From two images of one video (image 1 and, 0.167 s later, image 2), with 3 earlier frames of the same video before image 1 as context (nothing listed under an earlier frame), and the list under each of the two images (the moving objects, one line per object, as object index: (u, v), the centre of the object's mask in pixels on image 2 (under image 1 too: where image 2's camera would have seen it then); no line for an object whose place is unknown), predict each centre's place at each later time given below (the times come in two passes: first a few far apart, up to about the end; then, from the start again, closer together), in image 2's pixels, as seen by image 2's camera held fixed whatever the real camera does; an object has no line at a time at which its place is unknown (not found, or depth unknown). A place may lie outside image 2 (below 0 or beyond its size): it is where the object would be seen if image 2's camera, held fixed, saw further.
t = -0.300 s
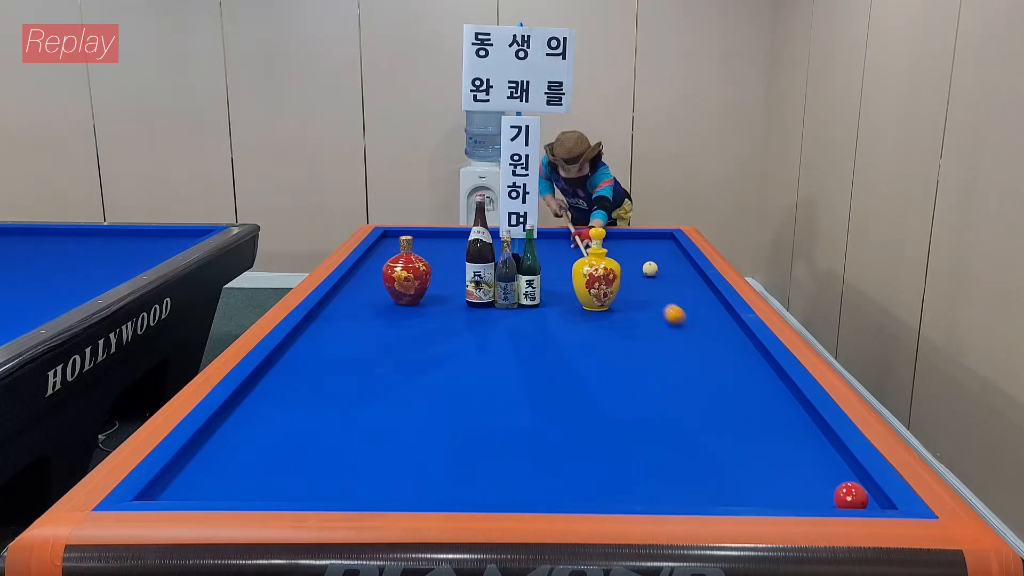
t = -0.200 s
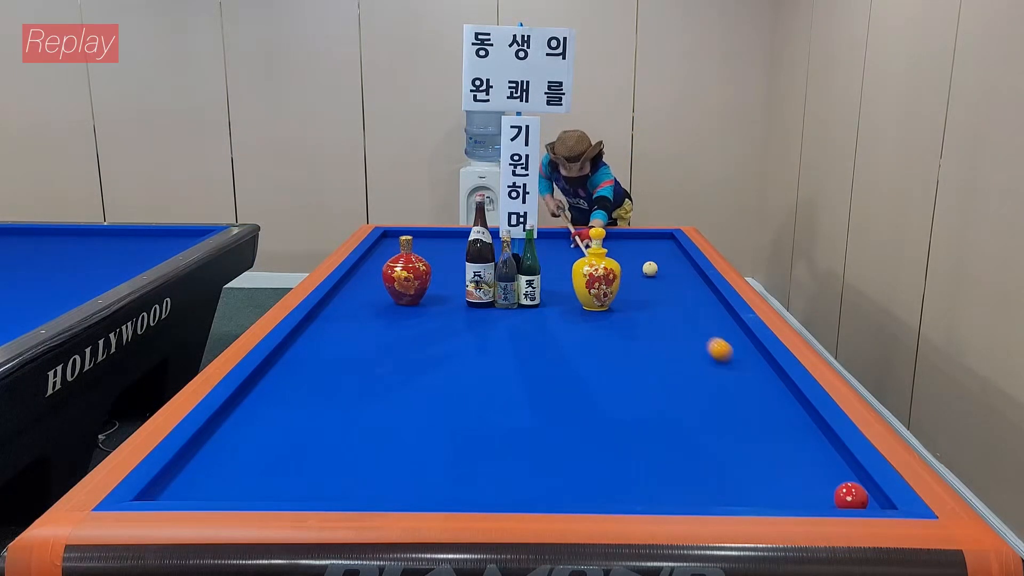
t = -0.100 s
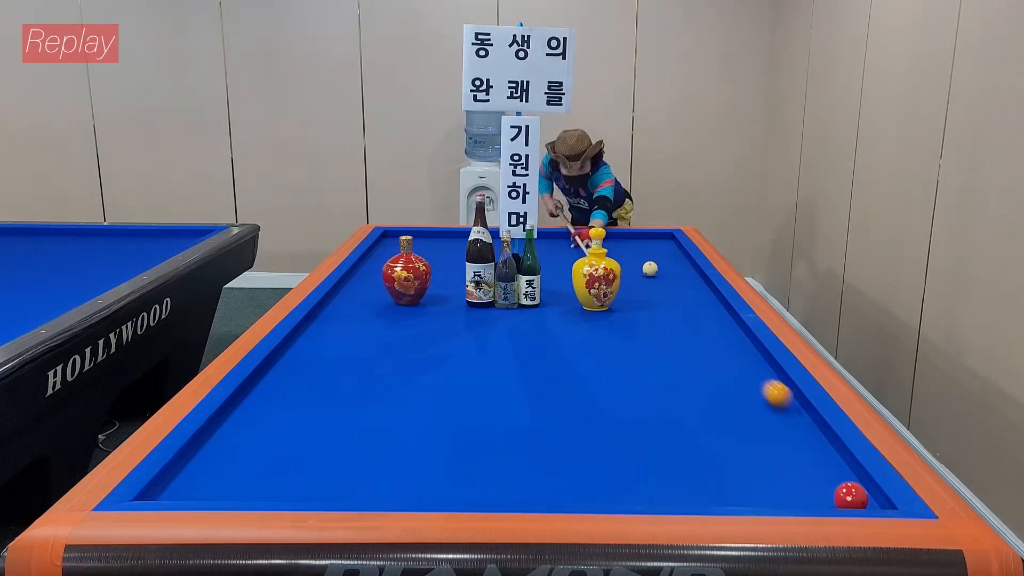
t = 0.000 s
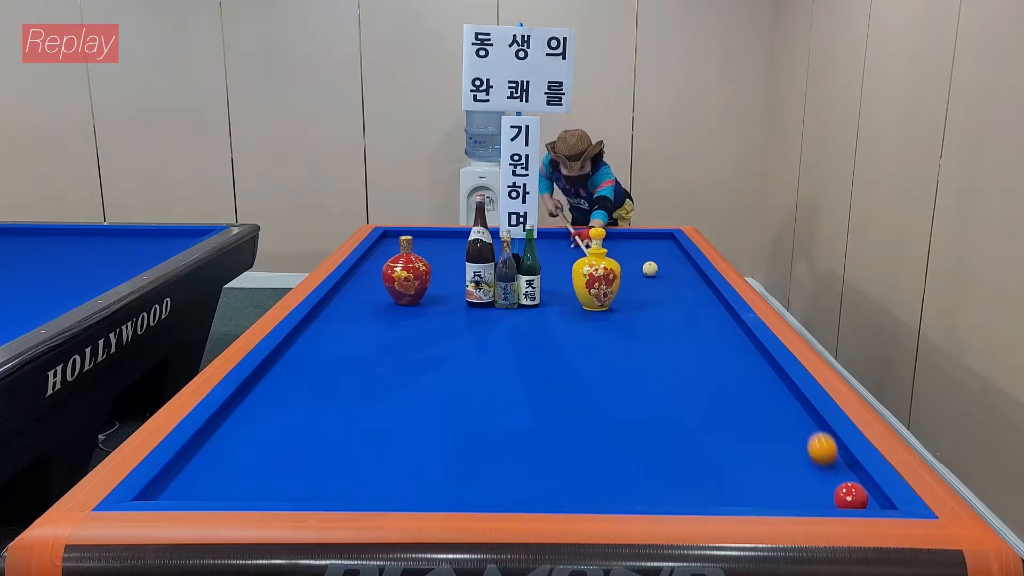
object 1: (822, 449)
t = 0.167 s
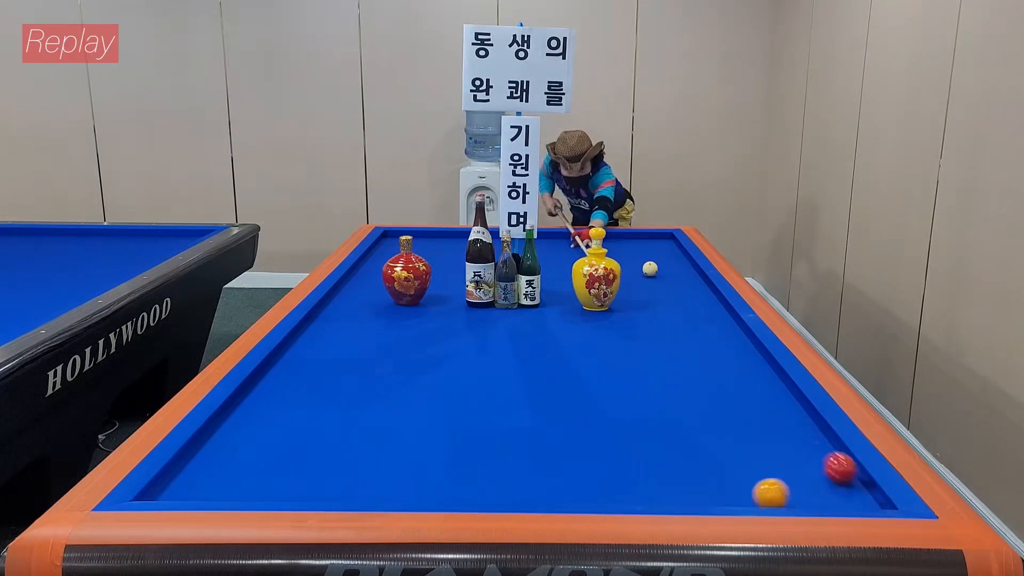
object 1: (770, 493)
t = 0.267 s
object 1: (717, 496)
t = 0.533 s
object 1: (556, 478)
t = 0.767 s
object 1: (430, 462)
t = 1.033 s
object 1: (297, 447)
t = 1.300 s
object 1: (239, 429)
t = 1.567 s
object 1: (326, 405)
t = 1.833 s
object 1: (392, 385)
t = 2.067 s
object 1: (442, 370)
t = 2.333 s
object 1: (493, 353)
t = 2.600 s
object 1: (539, 340)
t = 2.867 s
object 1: (579, 328)
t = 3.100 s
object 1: (611, 318)
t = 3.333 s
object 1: (640, 309)
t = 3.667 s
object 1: (678, 298)
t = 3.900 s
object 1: (701, 291)
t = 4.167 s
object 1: (693, 285)
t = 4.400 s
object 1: (678, 280)
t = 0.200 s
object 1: (754, 495)
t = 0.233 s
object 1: (738, 498)
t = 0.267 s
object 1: (717, 496)
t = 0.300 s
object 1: (695, 493)
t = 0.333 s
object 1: (674, 491)
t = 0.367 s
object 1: (653, 489)
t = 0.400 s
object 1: (633, 487)
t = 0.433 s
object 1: (614, 485)
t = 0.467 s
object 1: (594, 482)
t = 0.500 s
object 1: (575, 480)
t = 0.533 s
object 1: (556, 478)
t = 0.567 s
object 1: (537, 475)
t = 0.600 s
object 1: (519, 473)
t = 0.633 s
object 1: (501, 471)
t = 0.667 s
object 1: (482, 469)
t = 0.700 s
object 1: (465, 466)
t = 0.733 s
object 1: (447, 464)
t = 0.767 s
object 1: (430, 462)
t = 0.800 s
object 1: (413, 460)
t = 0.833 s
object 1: (396, 458)
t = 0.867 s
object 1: (379, 456)
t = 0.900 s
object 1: (362, 454)
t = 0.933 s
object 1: (346, 453)
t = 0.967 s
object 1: (329, 451)
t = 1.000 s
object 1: (313, 449)
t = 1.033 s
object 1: (297, 447)
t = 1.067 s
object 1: (281, 445)
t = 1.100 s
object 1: (266, 443)
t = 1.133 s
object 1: (250, 442)
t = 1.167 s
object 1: (235, 440)
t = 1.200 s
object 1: (220, 438)
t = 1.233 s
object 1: (208, 436)
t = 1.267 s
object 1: (224, 432)
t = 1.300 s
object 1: (239, 429)
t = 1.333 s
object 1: (254, 426)
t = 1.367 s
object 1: (266, 423)
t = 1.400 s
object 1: (278, 419)
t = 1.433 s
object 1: (288, 416)
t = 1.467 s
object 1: (298, 413)
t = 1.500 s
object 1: (307, 411)
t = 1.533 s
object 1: (317, 408)
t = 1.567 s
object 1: (326, 405)
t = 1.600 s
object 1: (334, 402)
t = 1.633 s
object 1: (343, 400)
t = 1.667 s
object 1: (352, 397)
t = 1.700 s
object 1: (360, 395)
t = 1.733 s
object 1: (368, 392)
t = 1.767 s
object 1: (376, 389)
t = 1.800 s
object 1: (384, 387)
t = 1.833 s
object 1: (392, 385)
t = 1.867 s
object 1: (399, 382)
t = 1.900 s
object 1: (407, 380)
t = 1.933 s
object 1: (414, 378)
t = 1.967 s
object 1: (421, 376)
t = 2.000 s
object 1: (428, 374)
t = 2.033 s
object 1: (436, 371)
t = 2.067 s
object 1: (442, 370)
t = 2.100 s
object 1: (449, 367)
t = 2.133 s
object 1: (456, 365)
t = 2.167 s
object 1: (462, 364)
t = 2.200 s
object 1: (468, 362)
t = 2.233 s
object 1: (475, 359)
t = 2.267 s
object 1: (481, 357)
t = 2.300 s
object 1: (487, 355)
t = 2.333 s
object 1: (493, 353)
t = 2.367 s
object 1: (499, 351)
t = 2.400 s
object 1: (505, 350)
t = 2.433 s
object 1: (511, 348)
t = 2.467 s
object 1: (516, 347)
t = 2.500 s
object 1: (522, 345)
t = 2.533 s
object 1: (528, 343)
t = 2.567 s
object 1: (533, 342)
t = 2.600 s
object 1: (539, 340)
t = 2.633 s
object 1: (544, 338)
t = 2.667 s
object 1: (549, 337)
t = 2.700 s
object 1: (554, 335)
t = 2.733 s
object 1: (559, 334)
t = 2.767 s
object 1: (564, 332)
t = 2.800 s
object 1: (569, 331)
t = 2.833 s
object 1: (574, 329)
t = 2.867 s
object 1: (579, 328)
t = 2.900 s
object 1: (583, 326)
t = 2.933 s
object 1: (588, 325)
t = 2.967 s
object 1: (593, 324)
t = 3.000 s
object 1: (598, 322)
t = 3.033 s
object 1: (602, 321)
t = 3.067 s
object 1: (607, 320)
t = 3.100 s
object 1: (611, 318)
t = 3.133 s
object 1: (615, 317)
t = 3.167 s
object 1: (620, 316)
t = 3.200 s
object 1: (624, 314)
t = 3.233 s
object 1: (628, 313)
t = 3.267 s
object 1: (632, 312)
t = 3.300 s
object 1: (636, 311)
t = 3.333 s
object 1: (640, 309)
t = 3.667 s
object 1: (678, 298)
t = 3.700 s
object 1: (681, 297)
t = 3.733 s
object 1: (684, 296)
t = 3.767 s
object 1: (688, 295)
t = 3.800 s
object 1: (691, 294)
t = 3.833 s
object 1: (695, 293)
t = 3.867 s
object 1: (698, 292)
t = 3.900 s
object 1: (701, 291)
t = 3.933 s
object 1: (705, 290)
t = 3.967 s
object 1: (708, 289)
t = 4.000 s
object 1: (706, 288)
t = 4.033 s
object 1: (703, 288)
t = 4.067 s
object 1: (700, 287)
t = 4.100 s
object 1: (698, 286)
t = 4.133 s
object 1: (695, 286)
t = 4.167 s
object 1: (693, 285)
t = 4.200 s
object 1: (691, 284)
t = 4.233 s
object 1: (689, 284)
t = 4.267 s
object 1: (687, 283)
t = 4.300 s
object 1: (684, 282)
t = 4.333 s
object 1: (682, 282)
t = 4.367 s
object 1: (680, 281)
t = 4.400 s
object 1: (678, 280)
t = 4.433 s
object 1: (676, 280)
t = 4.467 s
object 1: (674, 279)
